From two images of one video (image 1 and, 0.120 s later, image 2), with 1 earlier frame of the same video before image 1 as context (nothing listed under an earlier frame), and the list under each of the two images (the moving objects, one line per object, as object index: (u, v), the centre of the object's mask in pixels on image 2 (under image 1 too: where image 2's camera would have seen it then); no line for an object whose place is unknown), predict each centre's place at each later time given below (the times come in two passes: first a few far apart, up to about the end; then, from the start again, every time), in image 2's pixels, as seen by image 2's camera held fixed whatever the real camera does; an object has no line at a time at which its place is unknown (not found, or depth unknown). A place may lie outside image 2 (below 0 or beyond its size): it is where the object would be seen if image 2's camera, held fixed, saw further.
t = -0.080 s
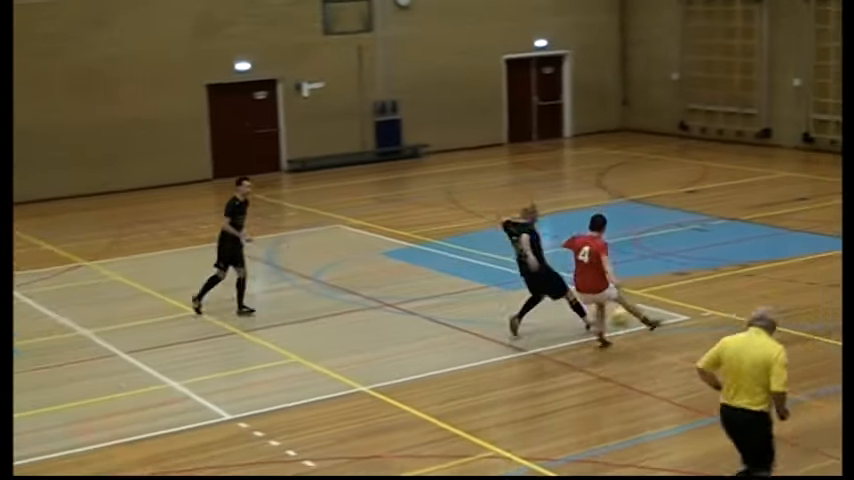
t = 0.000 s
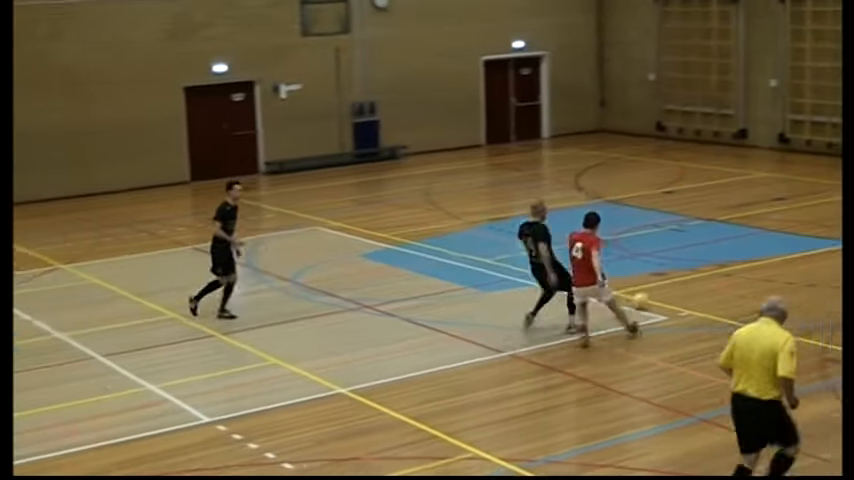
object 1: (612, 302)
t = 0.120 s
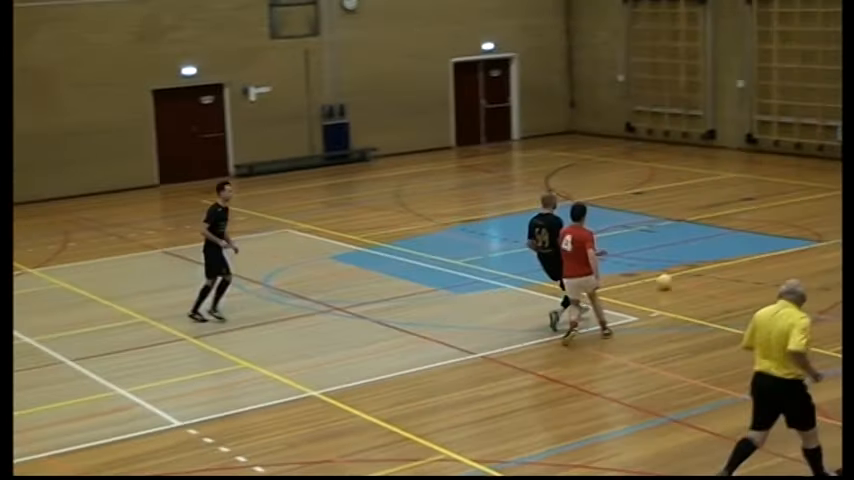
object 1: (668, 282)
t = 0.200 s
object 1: (697, 270)
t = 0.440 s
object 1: (773, 241)
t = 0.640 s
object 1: (826, 223)
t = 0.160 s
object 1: (682, 276)
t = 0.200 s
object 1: (697, 270)
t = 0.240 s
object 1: (711, 265)
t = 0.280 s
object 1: (725, 259)
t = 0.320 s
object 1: (737, 254)
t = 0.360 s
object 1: (751, 250)
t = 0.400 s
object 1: (763, 246)
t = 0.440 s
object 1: (773, 241)
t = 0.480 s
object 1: (785, 237)
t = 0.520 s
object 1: (796, 234)
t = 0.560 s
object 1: (806, 230)
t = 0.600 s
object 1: (816, 227)
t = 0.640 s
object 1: (826, 223)
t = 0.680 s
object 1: (835, 220)
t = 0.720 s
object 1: (844, 216)
